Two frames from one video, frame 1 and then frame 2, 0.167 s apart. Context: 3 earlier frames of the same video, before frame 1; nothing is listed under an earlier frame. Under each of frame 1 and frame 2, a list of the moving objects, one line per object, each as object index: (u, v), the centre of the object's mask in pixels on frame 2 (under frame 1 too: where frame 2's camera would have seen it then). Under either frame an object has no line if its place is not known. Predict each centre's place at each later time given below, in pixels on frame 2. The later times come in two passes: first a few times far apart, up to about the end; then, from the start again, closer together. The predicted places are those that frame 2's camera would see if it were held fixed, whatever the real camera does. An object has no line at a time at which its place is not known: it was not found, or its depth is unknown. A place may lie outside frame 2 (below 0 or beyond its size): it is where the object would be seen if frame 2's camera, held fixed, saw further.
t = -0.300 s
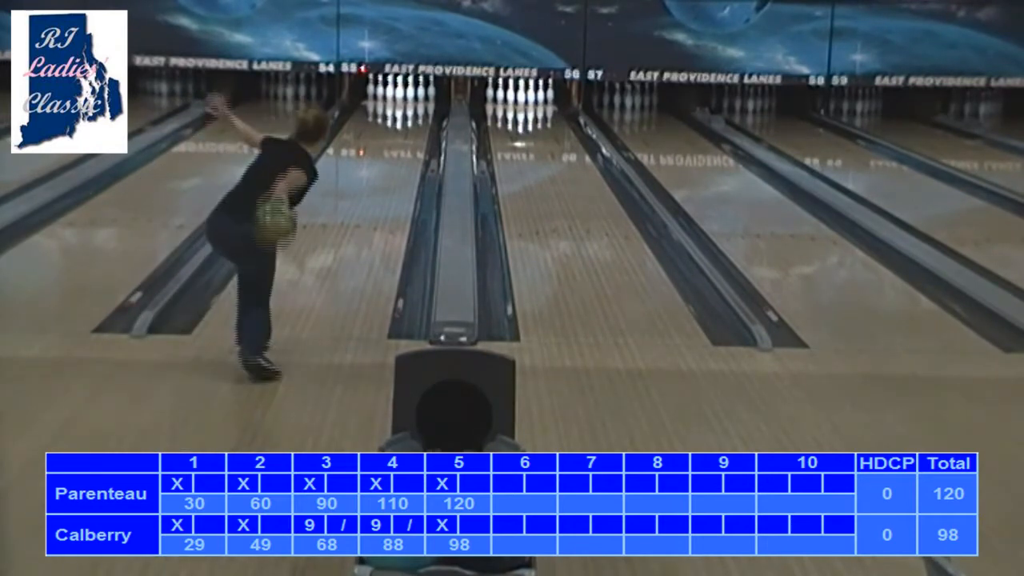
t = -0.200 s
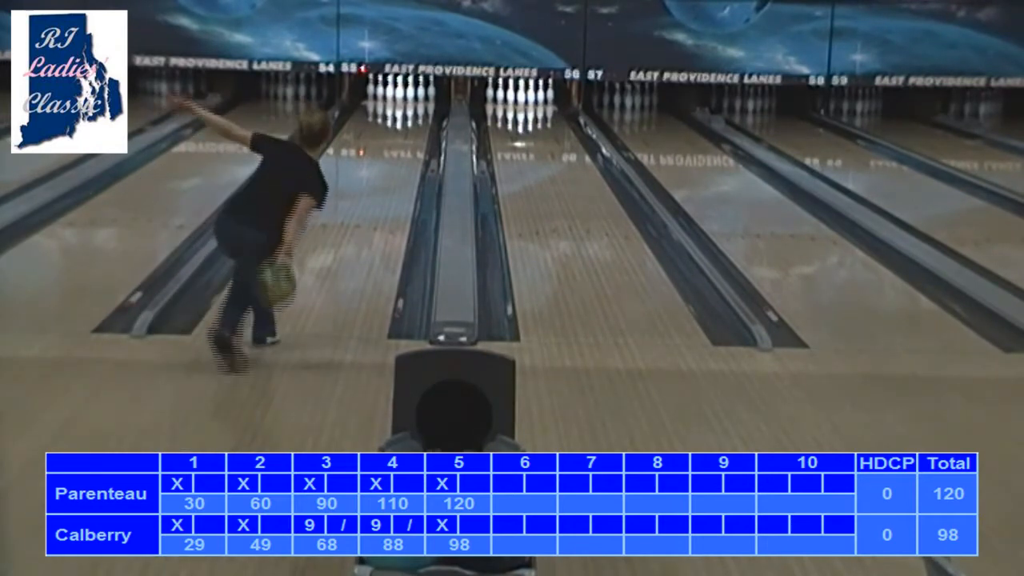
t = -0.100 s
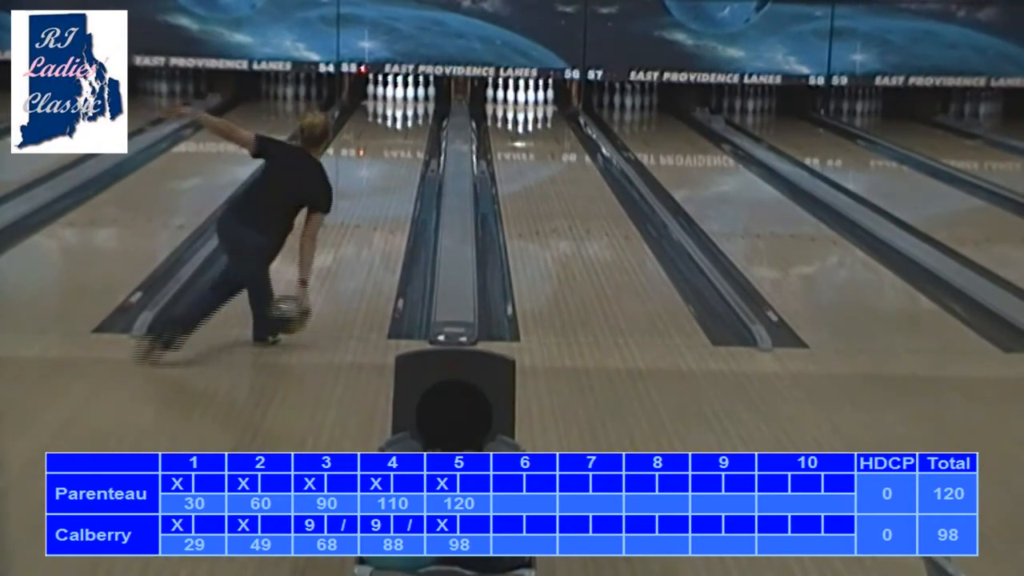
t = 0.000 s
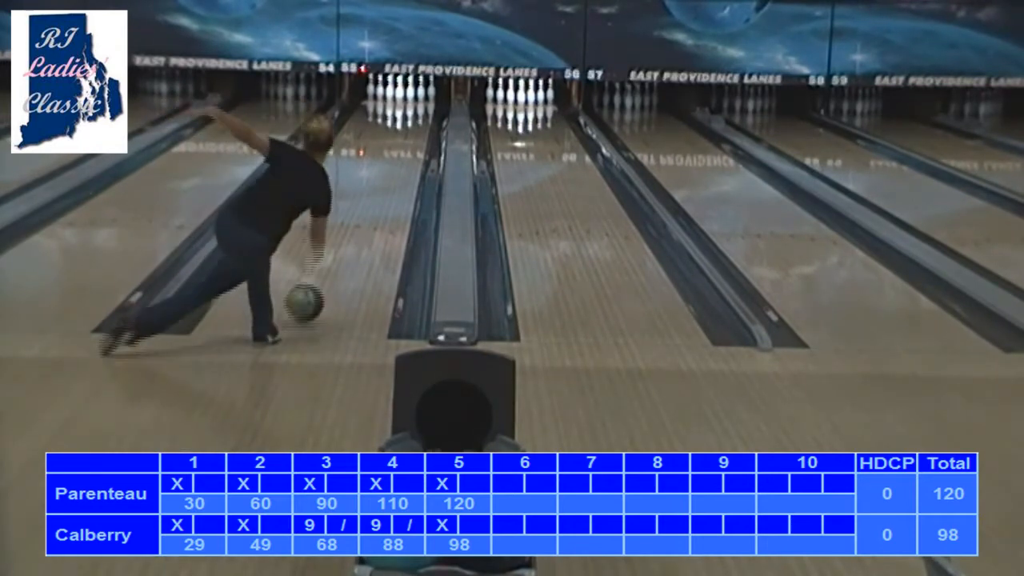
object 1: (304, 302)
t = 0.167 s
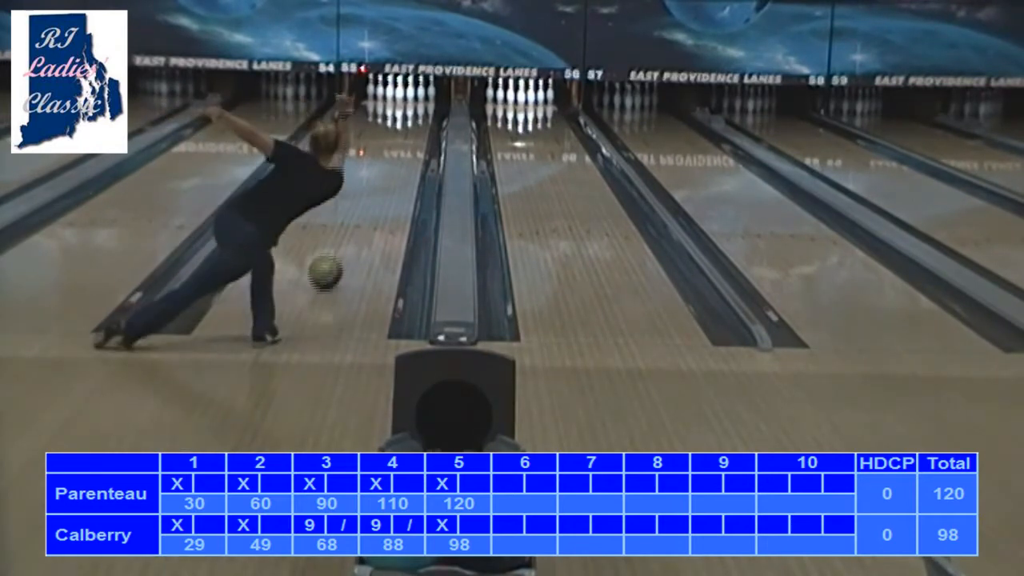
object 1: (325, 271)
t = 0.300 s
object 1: (339, 250)
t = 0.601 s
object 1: (362, 209)
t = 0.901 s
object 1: (380, 180)
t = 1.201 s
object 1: (392, 157)
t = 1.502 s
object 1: (401, 138)
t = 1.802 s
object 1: (409, 124)
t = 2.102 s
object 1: (410, 112)
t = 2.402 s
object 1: (409, 101)
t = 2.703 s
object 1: (404, 94)
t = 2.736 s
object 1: (403, 93)
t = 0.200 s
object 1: (328, 265)
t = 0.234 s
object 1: (332, 260)
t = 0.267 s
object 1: (336, 255)
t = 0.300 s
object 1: (339, 250)
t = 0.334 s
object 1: (342, 245)
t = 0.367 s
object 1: (345, 240)
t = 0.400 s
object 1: (348, 235)
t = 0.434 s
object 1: (350, 230)
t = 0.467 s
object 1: (353, 226)
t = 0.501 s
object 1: (355, 222)
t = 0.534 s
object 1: (358, 218)
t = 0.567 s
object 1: (360, 213)
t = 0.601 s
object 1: (362, 209)
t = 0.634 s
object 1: (365, 206)
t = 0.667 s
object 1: (367, 203)
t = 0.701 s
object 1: (369, 199)
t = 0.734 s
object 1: (371, 196)
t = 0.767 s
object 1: (373, 192)
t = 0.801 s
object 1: (375, 189)
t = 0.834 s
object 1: (377, 186)
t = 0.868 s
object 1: (378, 183)
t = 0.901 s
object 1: (380, 180)
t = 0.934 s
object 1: (381, 177)
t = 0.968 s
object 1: (383, 175)
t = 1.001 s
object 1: (384, 172)
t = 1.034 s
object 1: (386, 169)
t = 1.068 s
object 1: (387, 167)
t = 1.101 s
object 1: (388, 165)
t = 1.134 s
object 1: (389, 161)
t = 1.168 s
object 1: (391, 159)
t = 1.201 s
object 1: (392, 157)
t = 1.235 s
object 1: (394, 155)
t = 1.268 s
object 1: (395, 153)
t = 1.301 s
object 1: (395, 151)
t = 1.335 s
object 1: (397, 148)
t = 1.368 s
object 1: (397, 146)
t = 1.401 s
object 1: (399, 146)
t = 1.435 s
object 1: (399, 143)
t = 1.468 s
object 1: (401, 141)
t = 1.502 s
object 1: (401, 138)
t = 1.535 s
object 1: (402, 137)
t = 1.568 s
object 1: (403, 135)
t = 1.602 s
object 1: (403, 134)
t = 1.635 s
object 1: (404, 132)
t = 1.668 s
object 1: (406, 131)
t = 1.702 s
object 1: (406, 129)
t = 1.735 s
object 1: (408, 126)
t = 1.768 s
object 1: (408, 124)
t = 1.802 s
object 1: (409, 124)
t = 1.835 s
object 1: (409, 122)
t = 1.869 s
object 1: (409, 121)
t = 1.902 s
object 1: (410, 120)
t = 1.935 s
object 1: (411, 118)
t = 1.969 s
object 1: (411, 117)
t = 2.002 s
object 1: (410, 116)
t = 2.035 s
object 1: (411, 115)
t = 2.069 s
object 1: (410, 112)
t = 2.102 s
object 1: (410, 112)
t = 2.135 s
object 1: (410, 112)
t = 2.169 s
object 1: (411, 110)
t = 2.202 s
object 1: (411, 111)
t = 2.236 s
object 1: (410, 109)
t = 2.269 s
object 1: (410, 110)
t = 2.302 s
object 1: (409, 111)
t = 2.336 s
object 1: (409, 110)
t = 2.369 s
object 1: (409, 105)
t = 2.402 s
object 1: (409, 101)
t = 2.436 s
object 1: (408, 102)
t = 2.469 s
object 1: (408, 100)
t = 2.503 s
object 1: (407, 98)
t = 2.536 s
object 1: (406, 98)
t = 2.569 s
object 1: (405, 98)
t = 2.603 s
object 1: (404, 97)
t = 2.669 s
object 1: (403, 95)
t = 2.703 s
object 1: (404, 94)
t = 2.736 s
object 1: (403, 93)
